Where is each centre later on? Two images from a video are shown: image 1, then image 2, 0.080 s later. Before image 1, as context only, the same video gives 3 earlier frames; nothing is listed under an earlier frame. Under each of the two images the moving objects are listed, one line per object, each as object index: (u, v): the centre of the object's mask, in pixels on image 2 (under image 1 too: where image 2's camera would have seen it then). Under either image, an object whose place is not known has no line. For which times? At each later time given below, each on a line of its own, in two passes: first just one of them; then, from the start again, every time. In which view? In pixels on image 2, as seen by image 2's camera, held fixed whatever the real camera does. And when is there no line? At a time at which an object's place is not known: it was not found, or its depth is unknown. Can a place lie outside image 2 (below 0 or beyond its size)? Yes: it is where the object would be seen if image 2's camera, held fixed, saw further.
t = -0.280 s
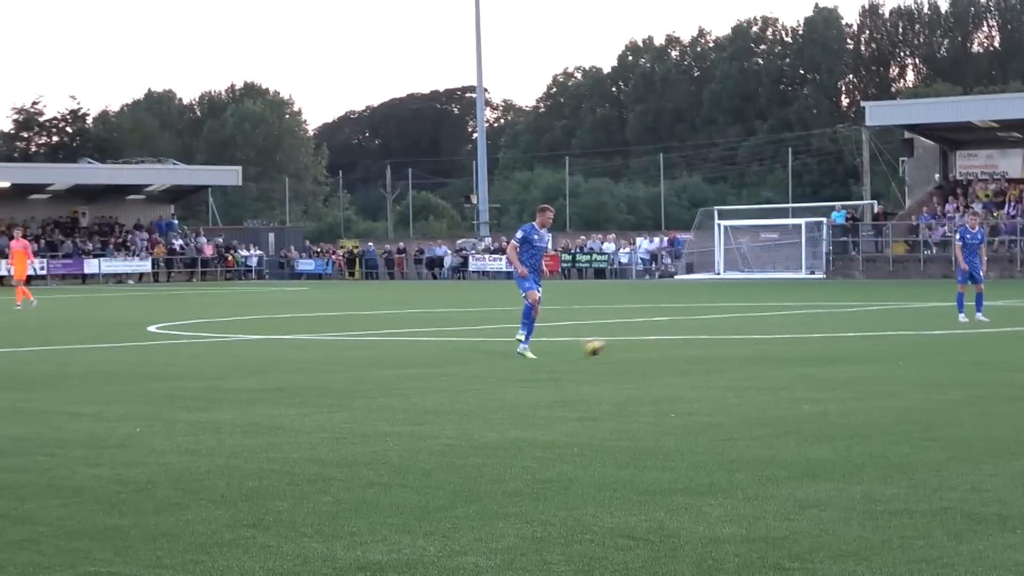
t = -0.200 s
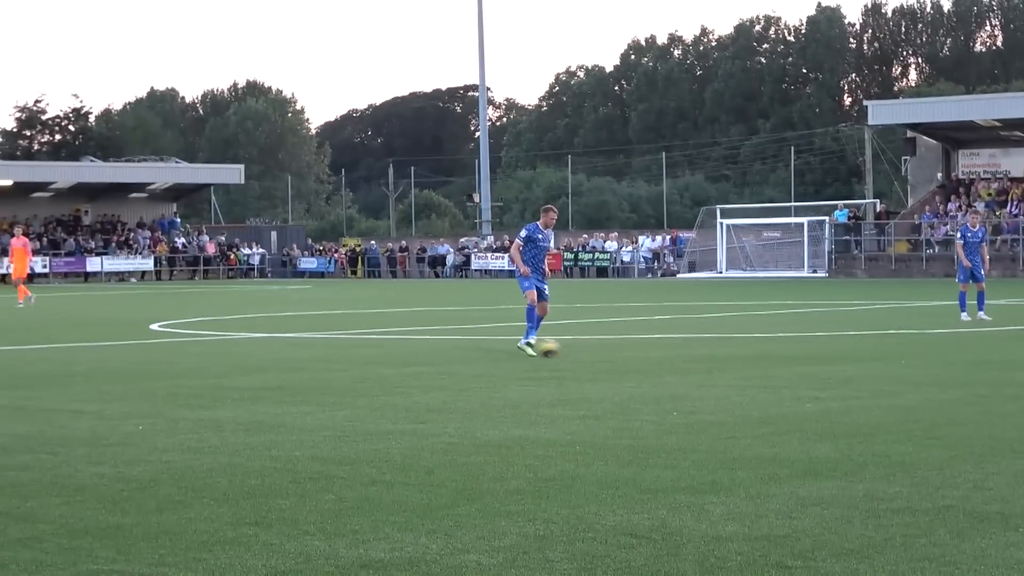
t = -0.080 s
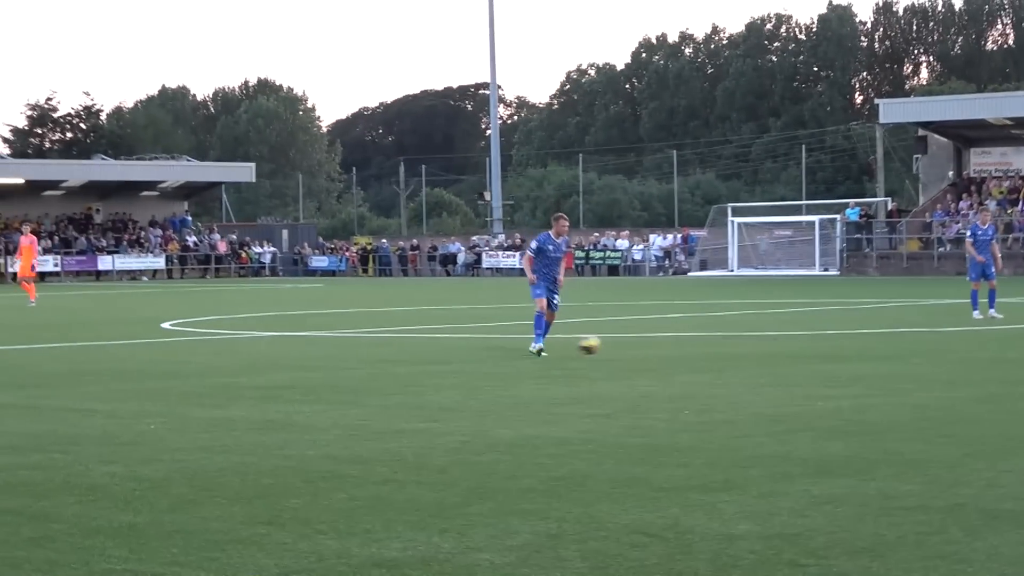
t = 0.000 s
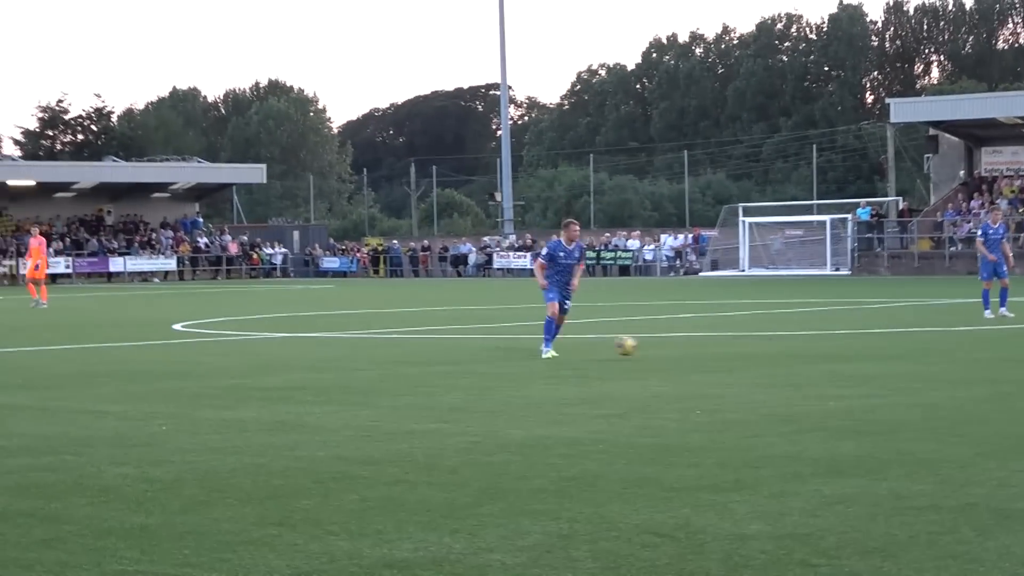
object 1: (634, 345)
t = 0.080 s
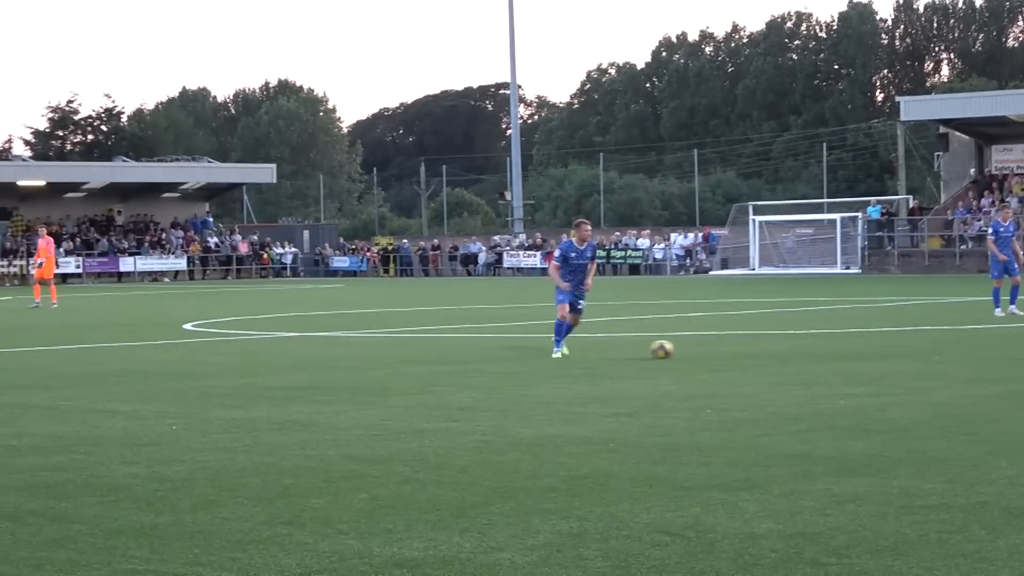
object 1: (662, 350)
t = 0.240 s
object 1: (706, 350)
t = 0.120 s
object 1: (673, 348)
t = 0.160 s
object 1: (684, 348)
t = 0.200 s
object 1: (695, 349)
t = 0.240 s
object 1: (706, 350)
